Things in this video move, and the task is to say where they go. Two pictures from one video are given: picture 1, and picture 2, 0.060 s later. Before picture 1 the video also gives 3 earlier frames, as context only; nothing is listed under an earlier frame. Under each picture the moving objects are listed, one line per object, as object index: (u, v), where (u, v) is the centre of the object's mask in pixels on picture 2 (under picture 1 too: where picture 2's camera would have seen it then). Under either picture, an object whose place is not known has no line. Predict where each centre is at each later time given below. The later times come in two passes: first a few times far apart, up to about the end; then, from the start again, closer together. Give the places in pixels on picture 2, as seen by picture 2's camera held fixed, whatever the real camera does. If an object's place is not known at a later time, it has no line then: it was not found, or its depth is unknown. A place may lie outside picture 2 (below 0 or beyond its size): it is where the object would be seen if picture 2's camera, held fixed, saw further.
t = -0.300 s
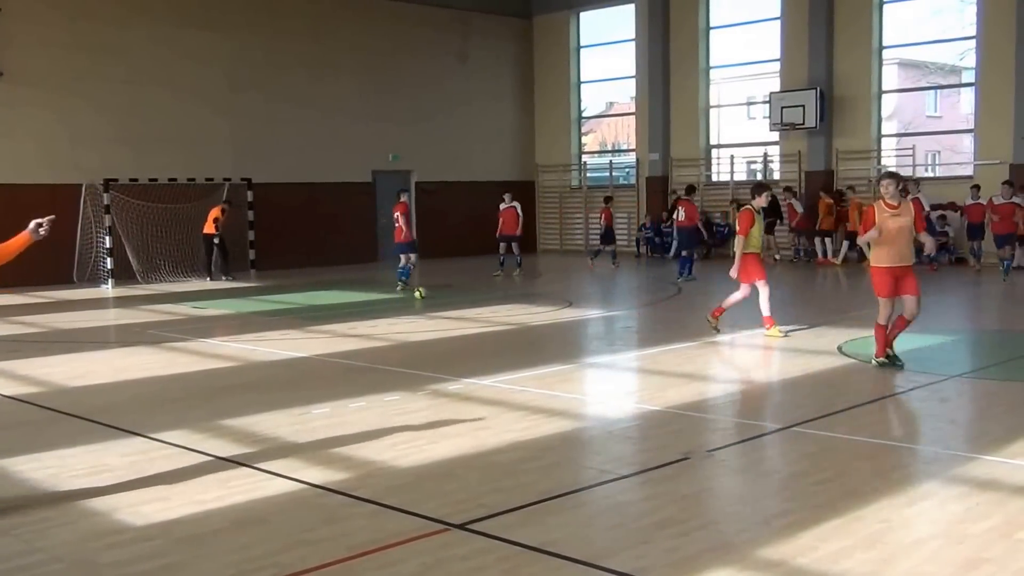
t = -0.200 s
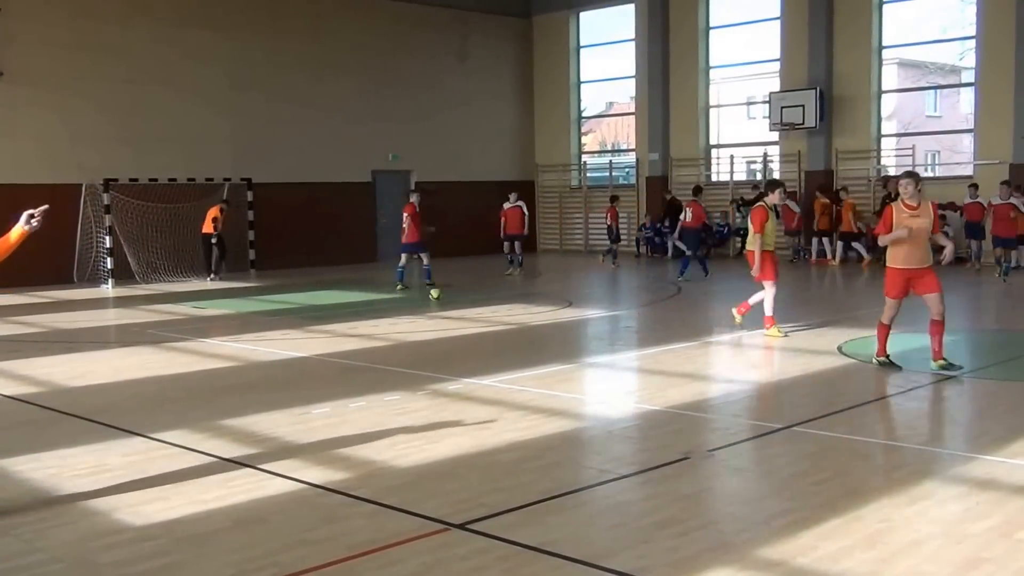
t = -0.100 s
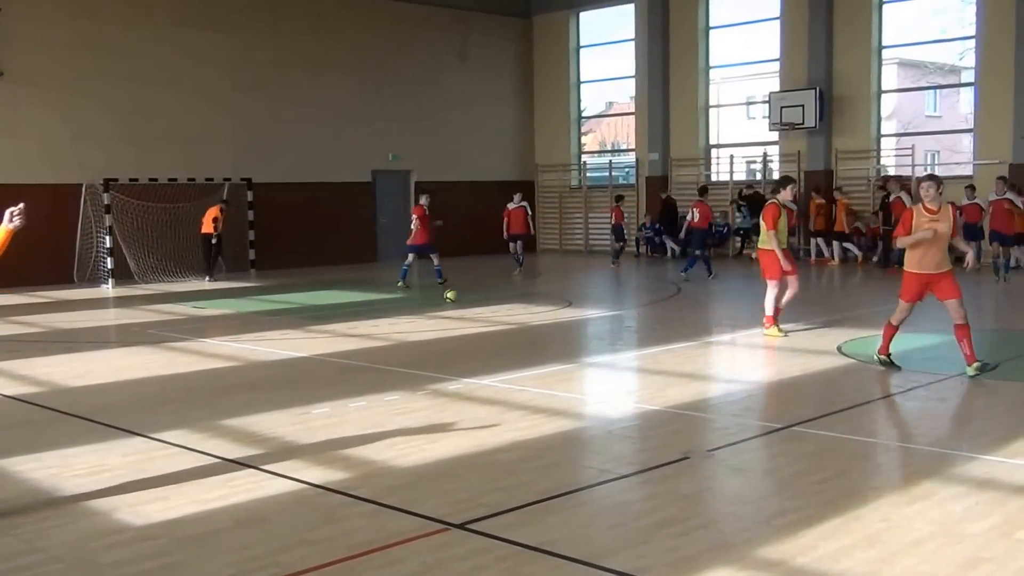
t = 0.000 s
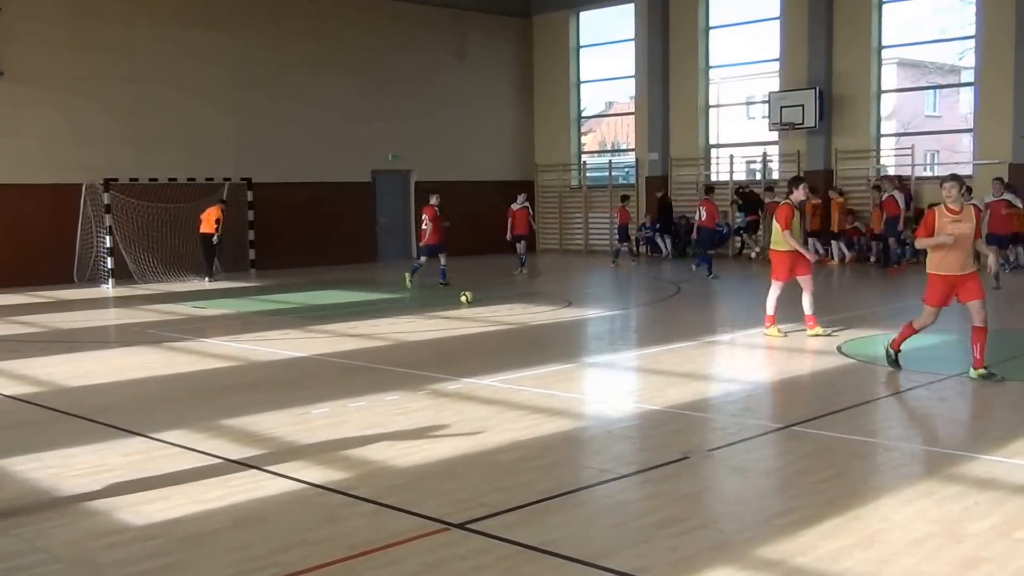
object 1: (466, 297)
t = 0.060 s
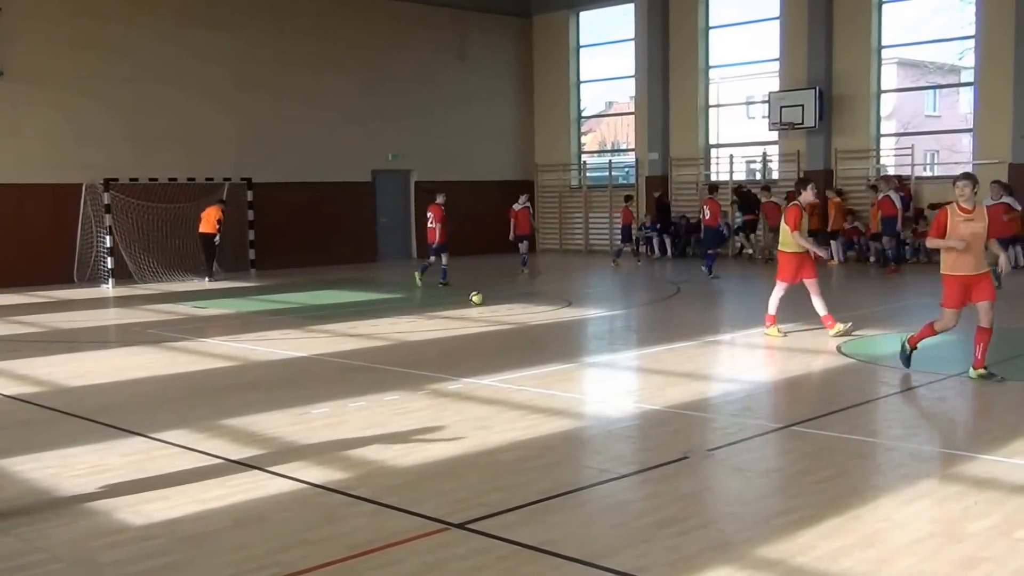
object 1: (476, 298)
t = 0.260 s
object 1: (510, 301)
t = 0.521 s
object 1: (559, 305)
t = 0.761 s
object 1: (607, 311)
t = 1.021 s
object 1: (664, 315)
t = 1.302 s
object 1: (732, 322)
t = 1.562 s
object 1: (802, 327)
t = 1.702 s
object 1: (842, 330)
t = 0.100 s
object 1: (483, 299)
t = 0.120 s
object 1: (486, 299)
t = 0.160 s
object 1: (493, 300)
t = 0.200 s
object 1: (500, 300)
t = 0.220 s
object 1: (503, 301)
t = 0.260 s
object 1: (510, 301)
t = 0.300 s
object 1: (517, 301)
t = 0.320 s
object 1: (521, 302)
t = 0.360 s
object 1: (529, 303)
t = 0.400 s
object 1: (536, 303)
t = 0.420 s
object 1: (539, 304)
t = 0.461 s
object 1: (547, 305)
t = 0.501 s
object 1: (555, 305)
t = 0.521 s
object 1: (559, 305)
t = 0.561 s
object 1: (567, 305)
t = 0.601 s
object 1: (574, 307)
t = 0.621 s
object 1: (578, 308)
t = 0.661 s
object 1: (586, 308)
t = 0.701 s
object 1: (594, 309)
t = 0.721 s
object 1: (599, 309)
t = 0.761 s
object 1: (607, 311)
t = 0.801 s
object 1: (617, 311)
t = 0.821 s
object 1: (620, 312)
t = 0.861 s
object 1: (629, 312)
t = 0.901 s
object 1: (637, 313)
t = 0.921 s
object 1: (642, 314)
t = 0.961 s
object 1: (650, 314)
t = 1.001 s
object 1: (660, 315)
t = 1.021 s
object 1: (664, 315)
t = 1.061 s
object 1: (674, 316)
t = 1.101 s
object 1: (683, 317)
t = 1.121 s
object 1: (687, 318)
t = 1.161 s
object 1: (697, 318)
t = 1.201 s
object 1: (707, 319)
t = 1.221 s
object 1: (712, 320)
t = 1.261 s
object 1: (721, 321)
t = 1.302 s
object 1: (732, 322)
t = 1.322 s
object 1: (737, 322)
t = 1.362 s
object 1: (748, 323)
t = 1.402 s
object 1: (759, 323)
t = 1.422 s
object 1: (763, 324)
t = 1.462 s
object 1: (774, 325)
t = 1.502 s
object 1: (785, 325)
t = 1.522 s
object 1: (791, 326)
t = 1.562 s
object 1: (802, 327)
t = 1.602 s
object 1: (813, 328)
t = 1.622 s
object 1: (819, 329)
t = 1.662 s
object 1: (830, 330)
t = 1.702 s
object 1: (842, 330)
